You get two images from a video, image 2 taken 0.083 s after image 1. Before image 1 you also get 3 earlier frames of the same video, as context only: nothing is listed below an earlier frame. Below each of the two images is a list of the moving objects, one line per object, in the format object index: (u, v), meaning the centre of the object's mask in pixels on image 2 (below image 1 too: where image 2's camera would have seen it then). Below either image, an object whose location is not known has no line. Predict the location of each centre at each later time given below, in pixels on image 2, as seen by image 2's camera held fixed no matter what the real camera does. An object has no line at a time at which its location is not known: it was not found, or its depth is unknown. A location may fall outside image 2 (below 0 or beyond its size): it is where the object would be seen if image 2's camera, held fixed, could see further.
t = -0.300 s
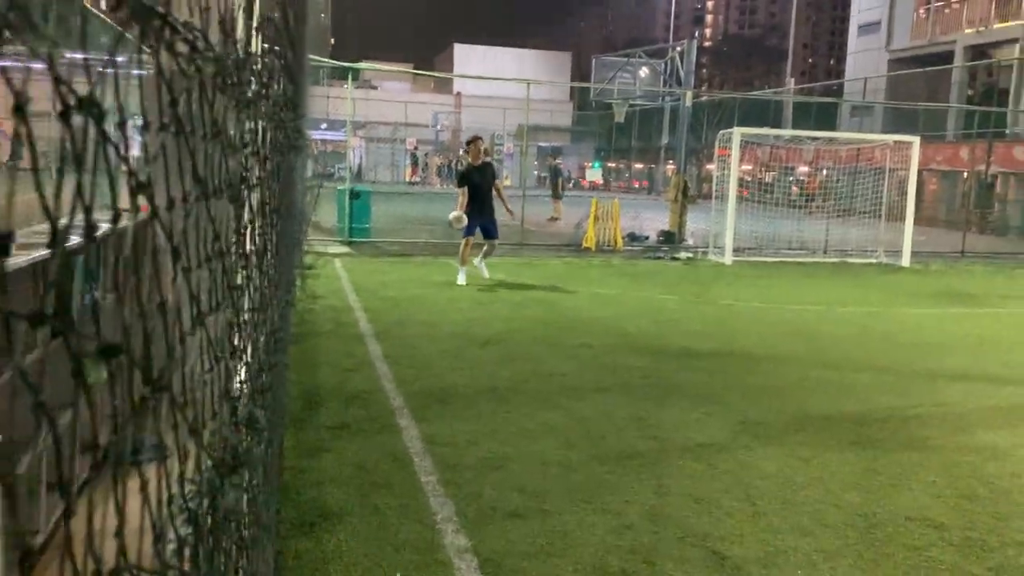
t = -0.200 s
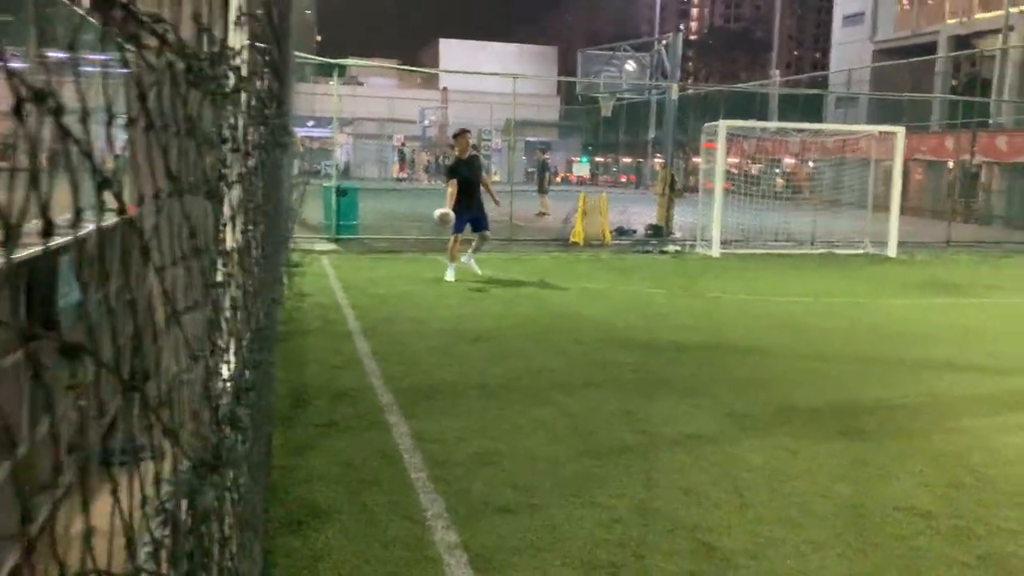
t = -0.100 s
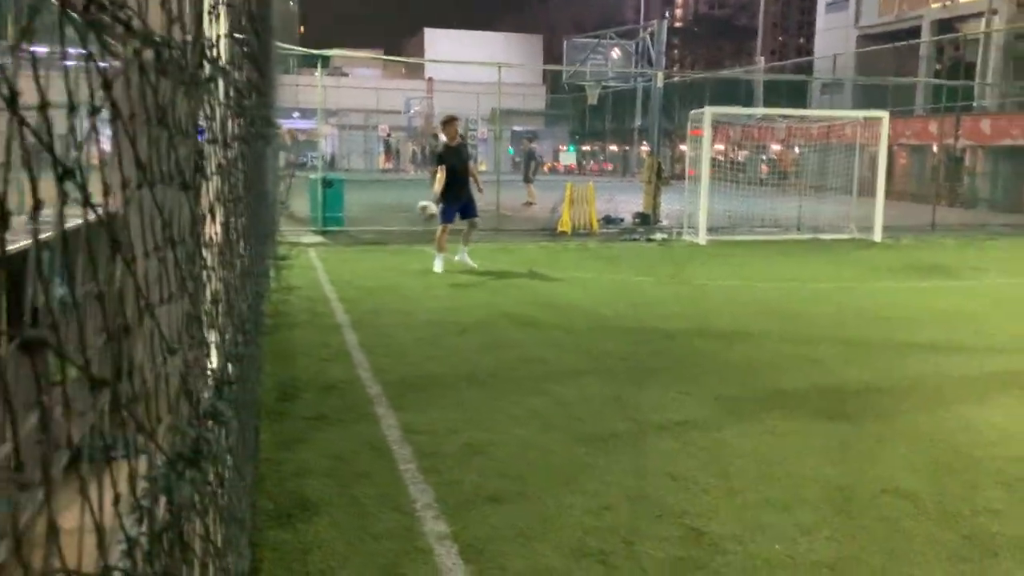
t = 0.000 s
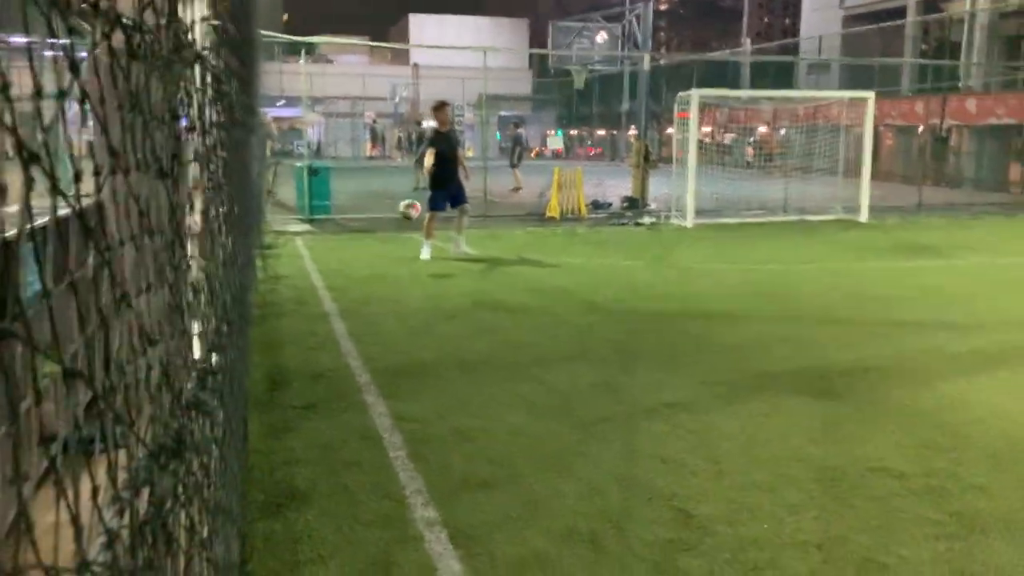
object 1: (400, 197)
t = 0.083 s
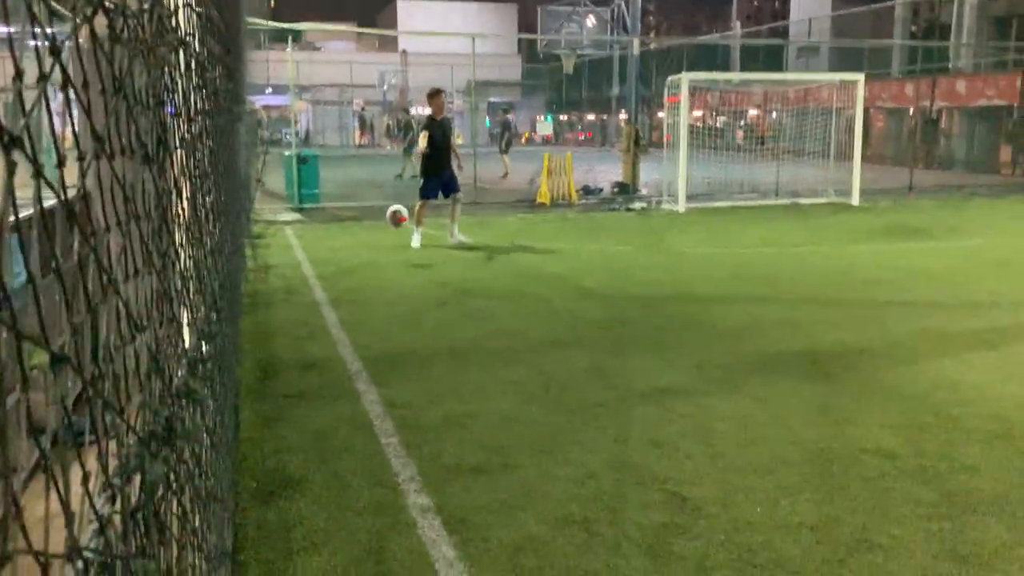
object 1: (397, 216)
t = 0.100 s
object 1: (396, 220)
